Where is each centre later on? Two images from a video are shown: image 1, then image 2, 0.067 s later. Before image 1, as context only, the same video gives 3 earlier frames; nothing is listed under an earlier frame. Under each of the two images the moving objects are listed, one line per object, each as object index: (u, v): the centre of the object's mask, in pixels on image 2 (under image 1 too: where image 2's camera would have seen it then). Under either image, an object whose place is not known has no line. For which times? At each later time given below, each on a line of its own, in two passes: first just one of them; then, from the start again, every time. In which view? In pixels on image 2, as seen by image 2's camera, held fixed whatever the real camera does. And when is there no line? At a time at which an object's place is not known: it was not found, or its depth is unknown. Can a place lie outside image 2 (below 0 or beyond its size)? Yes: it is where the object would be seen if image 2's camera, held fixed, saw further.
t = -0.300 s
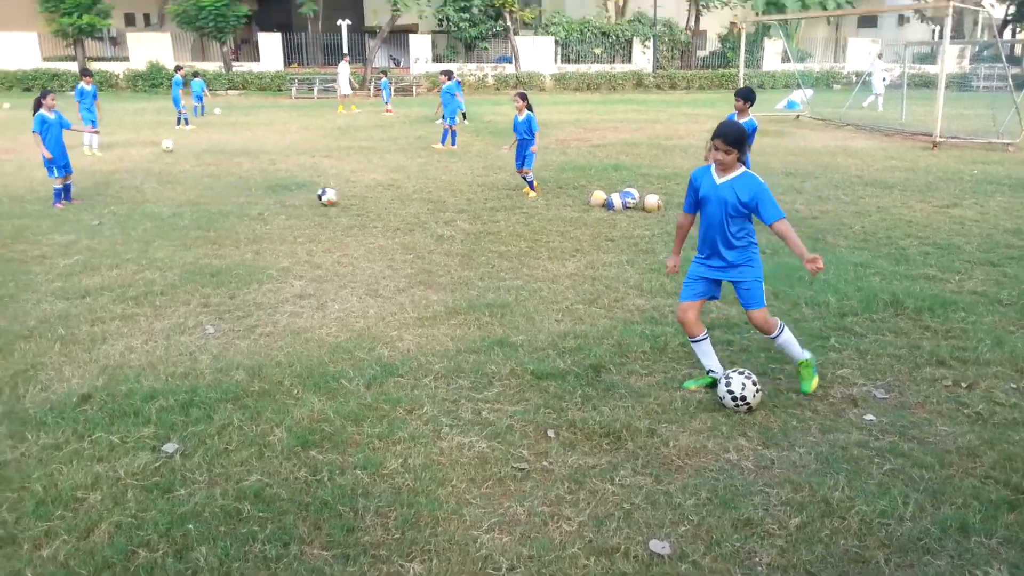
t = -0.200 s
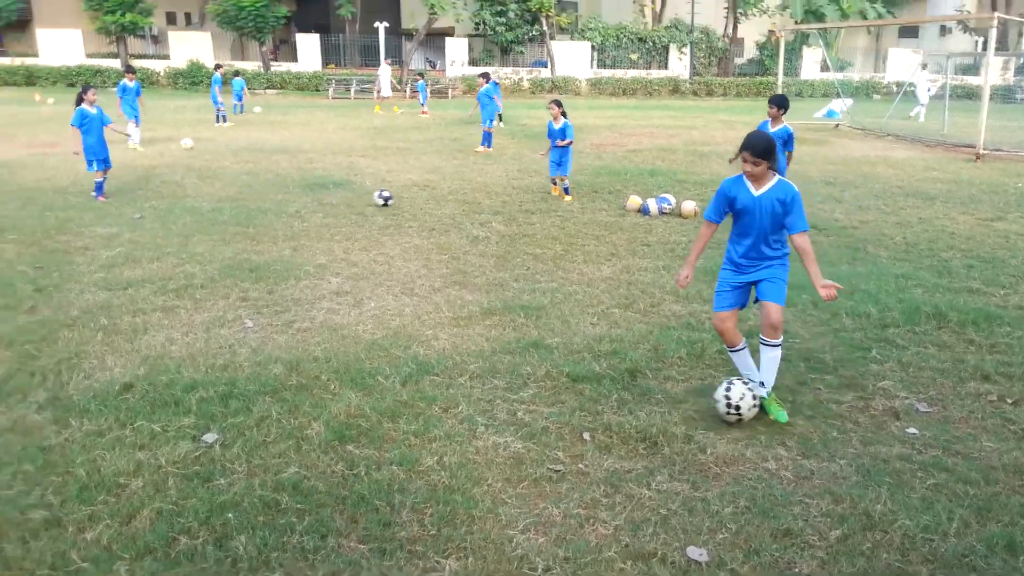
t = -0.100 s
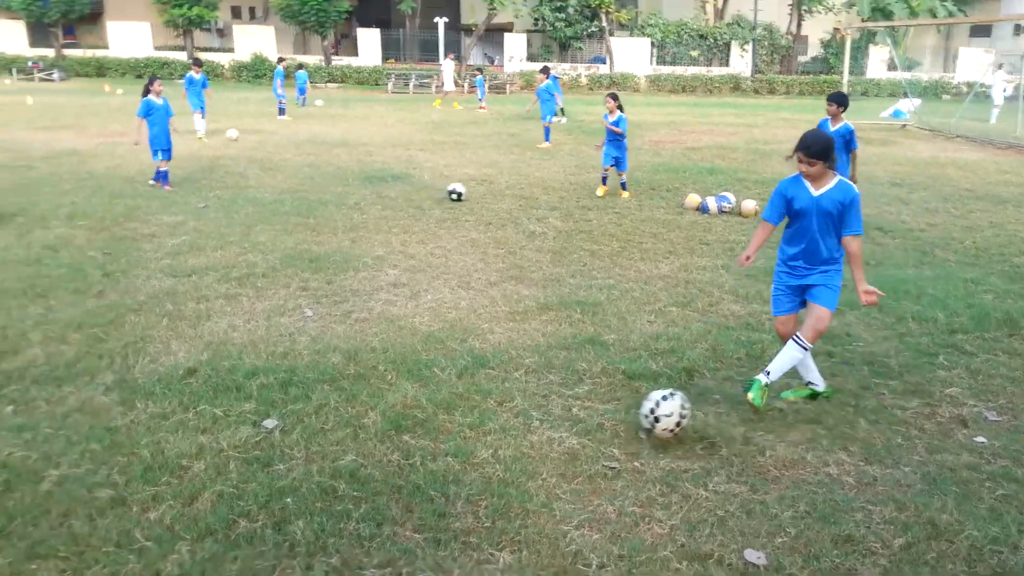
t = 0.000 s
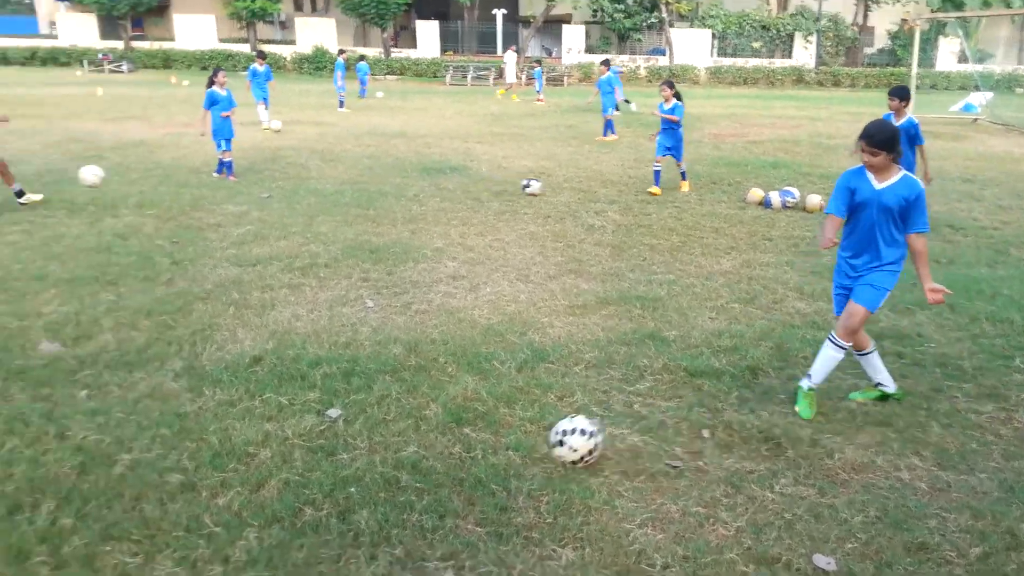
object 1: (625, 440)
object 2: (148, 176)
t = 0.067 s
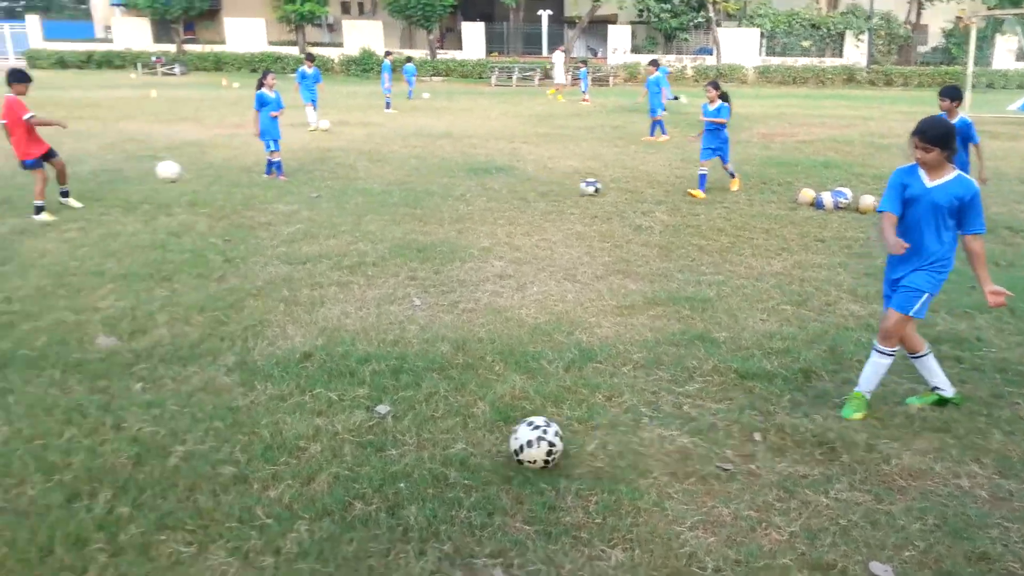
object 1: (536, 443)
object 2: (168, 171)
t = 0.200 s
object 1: (366, 462)
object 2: (221, 179)
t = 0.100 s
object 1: (493, 446)
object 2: (180, 170)
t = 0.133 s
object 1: (449, 451)
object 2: (195, 172)
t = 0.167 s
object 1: (406, 457)
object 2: (209, 175)
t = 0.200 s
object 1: (366, 462)
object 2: (221, 179)
